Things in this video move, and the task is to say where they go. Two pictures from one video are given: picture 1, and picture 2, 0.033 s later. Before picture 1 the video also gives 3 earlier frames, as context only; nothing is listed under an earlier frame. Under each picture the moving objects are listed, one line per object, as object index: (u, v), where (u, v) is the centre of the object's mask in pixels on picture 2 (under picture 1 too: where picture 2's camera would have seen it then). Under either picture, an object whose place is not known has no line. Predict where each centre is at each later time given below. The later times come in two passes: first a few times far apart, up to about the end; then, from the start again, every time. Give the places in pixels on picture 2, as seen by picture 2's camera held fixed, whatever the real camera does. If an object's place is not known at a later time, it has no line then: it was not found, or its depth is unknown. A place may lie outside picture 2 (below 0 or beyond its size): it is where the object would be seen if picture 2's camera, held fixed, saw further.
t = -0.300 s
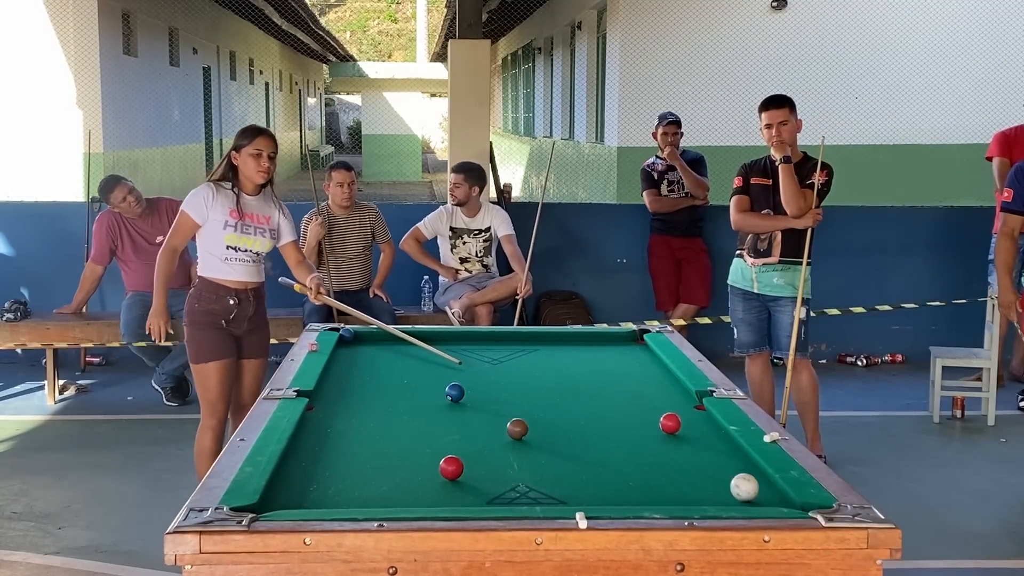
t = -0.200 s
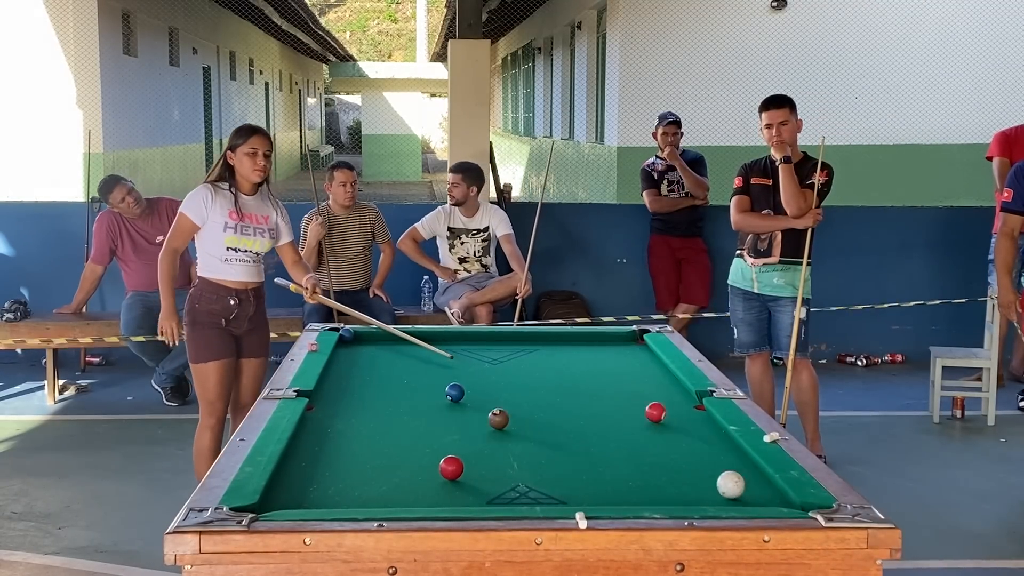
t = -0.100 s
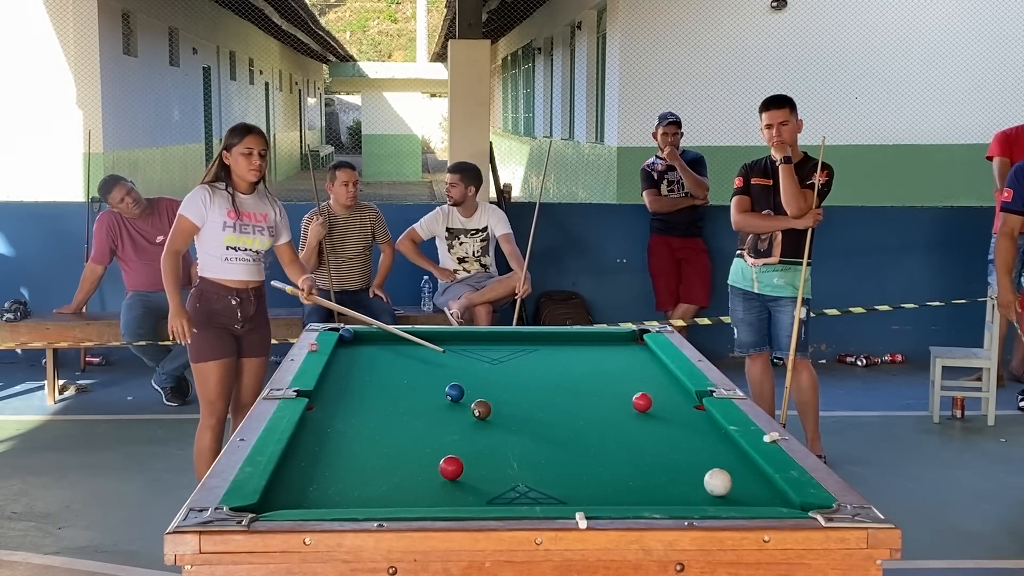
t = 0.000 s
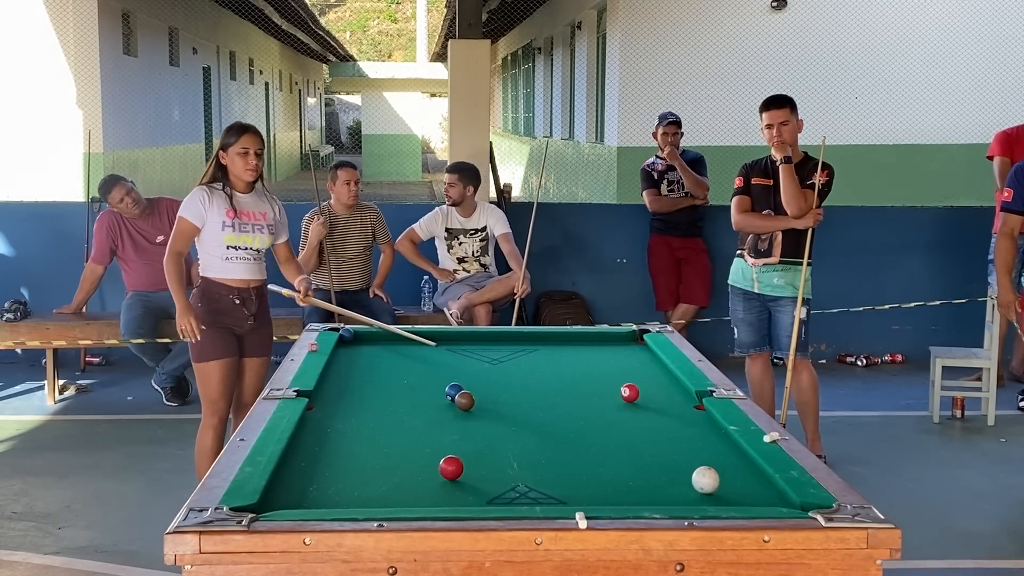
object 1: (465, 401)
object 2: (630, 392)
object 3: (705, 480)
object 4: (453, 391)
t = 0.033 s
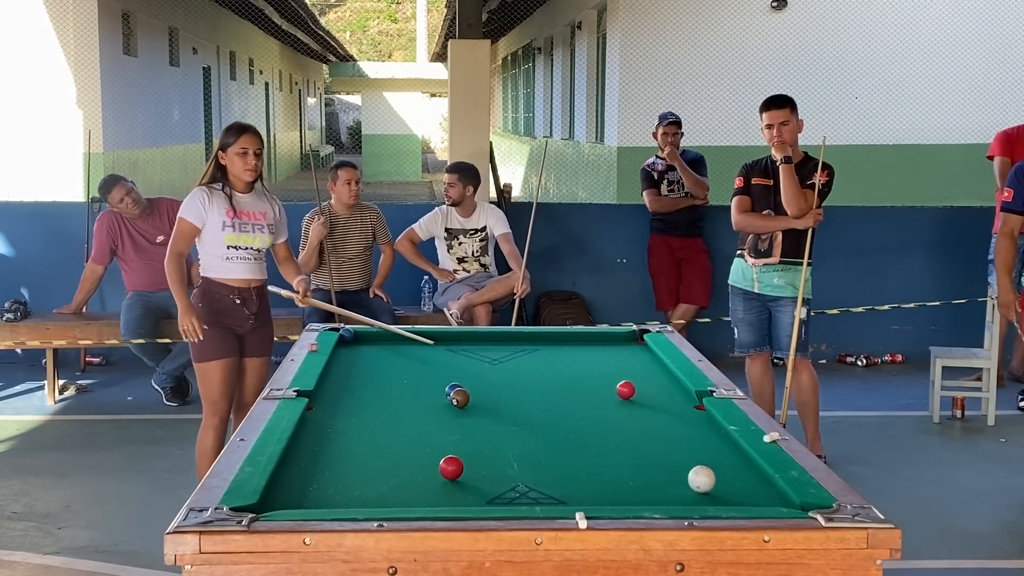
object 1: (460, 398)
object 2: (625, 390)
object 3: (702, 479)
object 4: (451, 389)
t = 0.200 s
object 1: (443, 394)
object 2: (607, 376)
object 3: (682, 476)
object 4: (447, 381)
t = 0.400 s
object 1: (426, 390)
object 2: (588, 361)
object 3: (661, 472)
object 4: (438, 374)
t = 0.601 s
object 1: (409, 387)
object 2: (572, 348)
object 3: (642, 468)
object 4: (430, 365)
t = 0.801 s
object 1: (395, 384)
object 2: (558, 337)
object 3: (625, 465)
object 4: (422, 358)
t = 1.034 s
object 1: (380, 381)
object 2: (557, 343)
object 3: (608, 461)
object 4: (415, 350)
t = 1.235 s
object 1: (369, 378)
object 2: (557, 351)
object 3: (595, 459)
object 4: (409, 344)
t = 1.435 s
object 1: (359, 376)
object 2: (558, 358)
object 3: (584, 456)
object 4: (404, 338)
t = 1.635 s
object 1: (350, 374)
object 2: (558, 366)
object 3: (574, 454)
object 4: (399, 336)
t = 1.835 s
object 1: (342, 372)
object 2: (559, 374)
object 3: (566, 452)
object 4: (395, 340)
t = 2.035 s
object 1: (335, 371)
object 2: (560, 382)
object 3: (560, 451)
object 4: (391, 343)
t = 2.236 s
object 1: (334, 369)
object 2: (561, 390)
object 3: (555, 450)
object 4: (388, 346)
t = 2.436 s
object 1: (338, 369)
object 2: (563, 398)
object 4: (384, 349)
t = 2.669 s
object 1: (340, 368)
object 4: (381, 352)
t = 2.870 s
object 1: (341, 368)
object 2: (565, 417)
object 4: (378, 355)
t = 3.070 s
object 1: (341, 369)
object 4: (377, 358)
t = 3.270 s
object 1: (340, 369)
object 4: (376, 360)
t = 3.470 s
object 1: (343, 369)
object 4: (378, 362)
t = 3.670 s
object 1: (344, 369)
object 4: (378, 363)
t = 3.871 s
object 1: (344, 369)
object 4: (378, 365)
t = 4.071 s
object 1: (344, 369)
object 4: (379, 366)
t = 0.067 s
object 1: (456, 396)
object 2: (622, 387)
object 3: (698, 478)
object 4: (452, 386)
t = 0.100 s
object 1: (453, 396)
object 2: (618, 384)
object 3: (694, 478)
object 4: (451, 384)
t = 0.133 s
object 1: (450, 395)
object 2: (614, 381)
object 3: (690, 477)
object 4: (450, 383)
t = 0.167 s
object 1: (446, 395)
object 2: (611, 378)
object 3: (686, 476)
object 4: (448, 382)
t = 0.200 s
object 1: (443, 394)
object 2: (607, 376)
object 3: (682, 476)
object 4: (447, 381)
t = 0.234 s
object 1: (440, 393)
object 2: (604, 373)
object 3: (679, 475)
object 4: (445, 380)
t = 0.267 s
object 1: (437, 393)
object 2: (601, 371)
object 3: (675, 474)
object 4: (444, 378)
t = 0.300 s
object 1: (434, 392)
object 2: (597, 368)
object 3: (672, 473)
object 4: (442, 378)
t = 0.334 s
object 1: (432, 391)
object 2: (594, 366)
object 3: (668, 473)
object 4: (441, 377)
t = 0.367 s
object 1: (428, 391)
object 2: (591, 364)
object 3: (665, 472)
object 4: (439, 375)
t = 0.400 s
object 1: (426, 390)
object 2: (588, 361)
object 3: (661, 472)
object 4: (438, 374)
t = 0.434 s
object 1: (423, 390)
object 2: (585, 359)
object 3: (658, 471)
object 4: (436, 372)
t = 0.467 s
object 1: (420, 389)
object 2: (582, 357)
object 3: (655, 470)
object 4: (435, 371)
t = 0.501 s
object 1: (417, 389)
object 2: (580, 355)
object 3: (652, 470)
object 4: (434, 369)
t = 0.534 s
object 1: (415, 388)
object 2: (577, 352)
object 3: (648, 469)
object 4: (432, 368)
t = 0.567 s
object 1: (412, 387)
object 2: (575, 350)
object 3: (645, 468)
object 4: (431, 367)
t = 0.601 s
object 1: (409, 387)
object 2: (572, 348)
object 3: (642, 468)
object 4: (430, 365)
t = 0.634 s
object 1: (407, 386)
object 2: (569, 346)
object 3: (640, 467)
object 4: (429, 364)
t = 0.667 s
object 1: (404, 386)
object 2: (567, 344)
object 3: (636, 467)
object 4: (427, 363)
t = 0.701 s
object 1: (402, 385)
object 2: (564, 342)
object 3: (634, 466)
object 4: (426, 362)
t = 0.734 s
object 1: (399, 385)
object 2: (562, 341)
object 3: (631, 466)
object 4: (425, 360)
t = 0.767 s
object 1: (397, 384)
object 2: (560, 339)
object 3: (628, 465)
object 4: (424, 359)
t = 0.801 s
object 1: (395, 384)
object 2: (558, 337)
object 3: (625, 465)
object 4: (422, 358)
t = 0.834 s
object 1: (393, 383)
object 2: (556, 336)
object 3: (623, 464)
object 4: (421, 357)
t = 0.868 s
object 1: (390, 383)
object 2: (556, 336)
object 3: (620, 464)
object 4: (420, 356)
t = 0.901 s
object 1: (388, 382)
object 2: (556, 338)
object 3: (618, 463)
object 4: (419, 354)
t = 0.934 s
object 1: (386, 382)
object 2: (556, 340)
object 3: (615, 463)
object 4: (418, 353)
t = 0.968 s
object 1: (384, 381)
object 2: (556, 341)
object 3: (613, 462)
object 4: (417, 352)
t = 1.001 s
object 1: (382, 381)
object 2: (556, 342)
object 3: (610, 462)
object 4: (416, 351)
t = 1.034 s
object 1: (380, 381)
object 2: (557, 343)
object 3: (608, 461)
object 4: (415, 350)
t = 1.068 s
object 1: (378, 380)
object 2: (557, 345)
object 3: (606, 461)
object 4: (414, 349)
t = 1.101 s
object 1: (376, 380)
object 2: (557, 346)
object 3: (603, 460)
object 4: (413, 348)
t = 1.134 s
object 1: (374, 379)
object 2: (557, 347)
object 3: (601, 460)
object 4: (412, 347)
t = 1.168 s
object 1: (373, 379)
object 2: (557, 348)
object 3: (599, 459)
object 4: (411, 346)
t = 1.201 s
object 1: (371, 378)
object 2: (557, 350)
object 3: (597, 459)
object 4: (410, 345)
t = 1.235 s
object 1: (369, 378)
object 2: (557, 351)
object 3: (595, 459)
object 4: (409, 344)
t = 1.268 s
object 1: (367, 378)
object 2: (557, 352)
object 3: (593, 458)
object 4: (408, 343)
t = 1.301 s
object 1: (365, 377)
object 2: (557, 353)
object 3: (591, 458)
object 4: (407, 342)
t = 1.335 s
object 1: (364, 377)
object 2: (557, 355)
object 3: (589, 457)
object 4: (407, 341)
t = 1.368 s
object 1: (362, 376)
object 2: (557, 356)
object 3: (588, 457)
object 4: (406, 340)
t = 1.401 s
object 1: (361, 376)
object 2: (557, 357)
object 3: (586, 457)
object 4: (405, 339)
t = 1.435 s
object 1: (359, 376)
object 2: (558, 358)
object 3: (584, 456)
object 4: (404, 338)
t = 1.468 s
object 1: (357, 375)
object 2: (558, 360)
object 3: (582, 456)
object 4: (403, 338)
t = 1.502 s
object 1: (356, 375)
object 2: (558, 361)
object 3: (580, 455)
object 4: (402, 337)
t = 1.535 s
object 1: (355, 375)
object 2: (558, 362)
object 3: (579, 455)
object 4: (401, 336)
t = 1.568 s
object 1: (353, 374)
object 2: (558, 364)
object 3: (577, 455)
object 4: (401, 335)
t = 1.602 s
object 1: (352, 374)
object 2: (558, 365)
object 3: (576, 455)
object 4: (400, 336)
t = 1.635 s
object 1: (350, 374)
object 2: (558, 366)
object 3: (574, 454)
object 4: (399, 336)
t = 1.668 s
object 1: (349, 373)
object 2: (558, 368)
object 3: (573, 454)
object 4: (399, 337)
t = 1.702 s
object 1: (347, 373)
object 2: (559, 369)
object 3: (571, 454)
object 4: (398, 337)
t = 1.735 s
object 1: (346, 373)
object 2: (559, 370)
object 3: (570, 453)
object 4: (397, 338)
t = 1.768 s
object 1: (345, 373)
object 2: (559, 371)
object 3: (569, 453)
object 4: (397, 338)
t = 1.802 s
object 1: (343, 372)
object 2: (559, 373)
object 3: (568, 453)
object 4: (396, 339)
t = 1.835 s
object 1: (342, 372)
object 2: (559, 374)
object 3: (566, 452)
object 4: (395, 340)
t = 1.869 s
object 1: (341, 372)
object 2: (559, 375)
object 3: (565, 452)
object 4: (394, 340)
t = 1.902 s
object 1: (340, 372)
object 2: (559, 377)
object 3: (564, 452)
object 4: (394, 341)
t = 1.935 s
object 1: (339, 371)
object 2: (560, 378)
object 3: (563, 452)
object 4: (393, 341)
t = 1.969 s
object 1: (338, 371)
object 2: (560, 379)
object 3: (562, 451)
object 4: (392, 342)
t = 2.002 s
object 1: (336, 371)
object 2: (560, 381)
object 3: (561, 451)
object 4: (392, 342)
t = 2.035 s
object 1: (335, 371)
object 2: (560, 382)
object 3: (560, 451)
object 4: (391, 343)
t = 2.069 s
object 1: (334, 370)
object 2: (560, 383)
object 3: (559, 451)
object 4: (391, 343)
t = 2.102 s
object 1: (333, 370)
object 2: (561, 385)
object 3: (558, 450)
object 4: (390, 344)
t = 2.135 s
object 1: (333, 370)
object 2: (561, 386)
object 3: (557, 450)
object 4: (389, 344)
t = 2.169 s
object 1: (333, 370)
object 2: (561, 387)
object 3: (557, 450)
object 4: (389, 345)
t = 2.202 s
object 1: (334, 370)
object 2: (561, 389)
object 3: (556, 450)
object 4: (388, 345)
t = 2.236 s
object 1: (334, 369)
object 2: (561, 390)
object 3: (555, 450)
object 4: (388, 346)
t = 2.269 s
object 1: (335, 369)
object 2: (562, 392)
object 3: (554, 449)
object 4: (387, 346)
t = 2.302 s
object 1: (336, 369)
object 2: (562, 393)
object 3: (554, 449)
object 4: (386, 347)
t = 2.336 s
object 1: (336, 369)
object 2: (562, 394)
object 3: (553, 449)
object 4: (386, 347)
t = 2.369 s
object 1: (337, 369)
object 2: (562, 396)
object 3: (553, 449)
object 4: (385, 348)
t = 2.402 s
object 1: (337, 369)
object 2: (563, 397)
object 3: (552, 449)
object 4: (385, 348)
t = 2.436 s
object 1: (338, 369)
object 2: (563, 398)
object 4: (384, 349)
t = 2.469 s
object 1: (338, 369)
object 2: (563, 400)
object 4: (384, 349)
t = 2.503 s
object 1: (338, 369)
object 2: (563, 401)
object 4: (383, 350)
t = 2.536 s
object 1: (339, 369)
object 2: (563, 403)
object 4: (383, 350)
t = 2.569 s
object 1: (339, 369)
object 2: (563, 404)
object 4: (382, 351)
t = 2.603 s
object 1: (339, 368)
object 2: (564, 405)
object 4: (382, 351)
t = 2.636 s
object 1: (340, 368)
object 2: (564, 407)
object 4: (381, 352)
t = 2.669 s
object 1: (340, 368)
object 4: (381, 352)
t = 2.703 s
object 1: (340, 369)
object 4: (380, 353)
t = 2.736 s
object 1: (341, 368)
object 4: (380, 353)
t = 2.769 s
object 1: (341, 368)
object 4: (380, 354)
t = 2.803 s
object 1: (341, 368)
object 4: (379, 354)
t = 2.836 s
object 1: (341, 368)
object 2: (565, 415)
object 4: (379, 355)
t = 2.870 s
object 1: (341, 368)
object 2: (565, 417)
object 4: (378, 355)
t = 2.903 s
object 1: (341, 368)
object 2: (560, 417)
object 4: (378, 356)
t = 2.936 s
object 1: (341, 368)
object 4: (378, 356)
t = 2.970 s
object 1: (341, 368)
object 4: (377, 357)
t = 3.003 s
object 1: (341, 369)
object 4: (377, 357)
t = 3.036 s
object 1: (341, 368)
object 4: (377, 357)
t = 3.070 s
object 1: (341, 369)
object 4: (377, 358)
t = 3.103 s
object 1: (341, 368)
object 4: (377, 358)
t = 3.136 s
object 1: (340, 369)
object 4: (376, 359)
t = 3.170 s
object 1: (341, 369)
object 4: (376, 359)
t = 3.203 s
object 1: (341, 369)
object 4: (376, 359)
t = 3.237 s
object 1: (341, 369)
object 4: (376, 359)
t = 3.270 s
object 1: (340, 369)
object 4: (376, 360)
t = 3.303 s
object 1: (340, 369)
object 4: (376, 360)
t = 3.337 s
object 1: (341, 369)
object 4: (377, 360)
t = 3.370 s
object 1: (342, 369)
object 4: (377, 361)
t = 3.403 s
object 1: (342, 369)
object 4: (378, 361)
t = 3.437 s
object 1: (343, 369)
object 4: (378, 361)
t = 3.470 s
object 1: (343, 369)
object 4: (378, 362)
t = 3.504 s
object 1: (344, 369)
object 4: (378, 362)
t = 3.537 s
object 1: (343, 369)
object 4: (378, 362)
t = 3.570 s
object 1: (343, 369)
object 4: (378, 363)
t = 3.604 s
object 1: (344, 369)
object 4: (378, 363)
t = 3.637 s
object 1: (343, 369)
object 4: (378, 363)
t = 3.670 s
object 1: (344, 369)
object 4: (378, 363)
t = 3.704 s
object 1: (344, 369)
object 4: (378, 364)
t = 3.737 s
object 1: (344, 369)
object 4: (378, 364)
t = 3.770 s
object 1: (344, 369)
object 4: (378, 364)
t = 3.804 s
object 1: (344, 369)
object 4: (378, 365)
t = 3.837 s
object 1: (343, 369)
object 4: (378, 365)
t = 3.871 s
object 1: (344, 369)
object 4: (378, 365)
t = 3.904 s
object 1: (343, 369)
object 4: (378, 365)
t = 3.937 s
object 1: (343, 369)
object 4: (378, 365)
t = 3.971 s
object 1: (344, 369)
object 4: (378, 366)
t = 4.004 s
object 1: (343, 369)
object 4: (378, 366)
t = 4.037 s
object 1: (343, 369)
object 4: (379, 366)
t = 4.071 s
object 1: (344, 369)
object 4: (379, 366)
